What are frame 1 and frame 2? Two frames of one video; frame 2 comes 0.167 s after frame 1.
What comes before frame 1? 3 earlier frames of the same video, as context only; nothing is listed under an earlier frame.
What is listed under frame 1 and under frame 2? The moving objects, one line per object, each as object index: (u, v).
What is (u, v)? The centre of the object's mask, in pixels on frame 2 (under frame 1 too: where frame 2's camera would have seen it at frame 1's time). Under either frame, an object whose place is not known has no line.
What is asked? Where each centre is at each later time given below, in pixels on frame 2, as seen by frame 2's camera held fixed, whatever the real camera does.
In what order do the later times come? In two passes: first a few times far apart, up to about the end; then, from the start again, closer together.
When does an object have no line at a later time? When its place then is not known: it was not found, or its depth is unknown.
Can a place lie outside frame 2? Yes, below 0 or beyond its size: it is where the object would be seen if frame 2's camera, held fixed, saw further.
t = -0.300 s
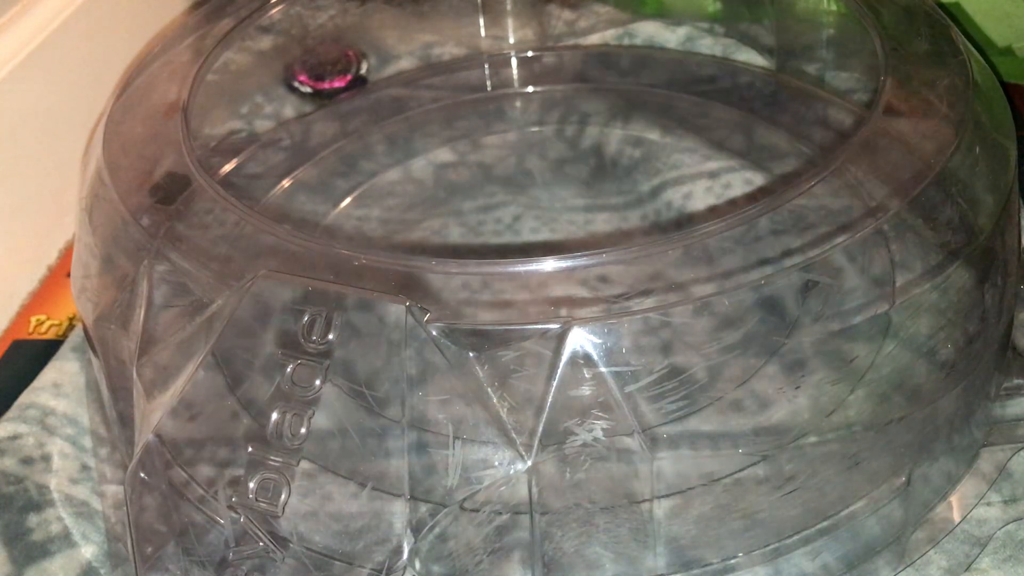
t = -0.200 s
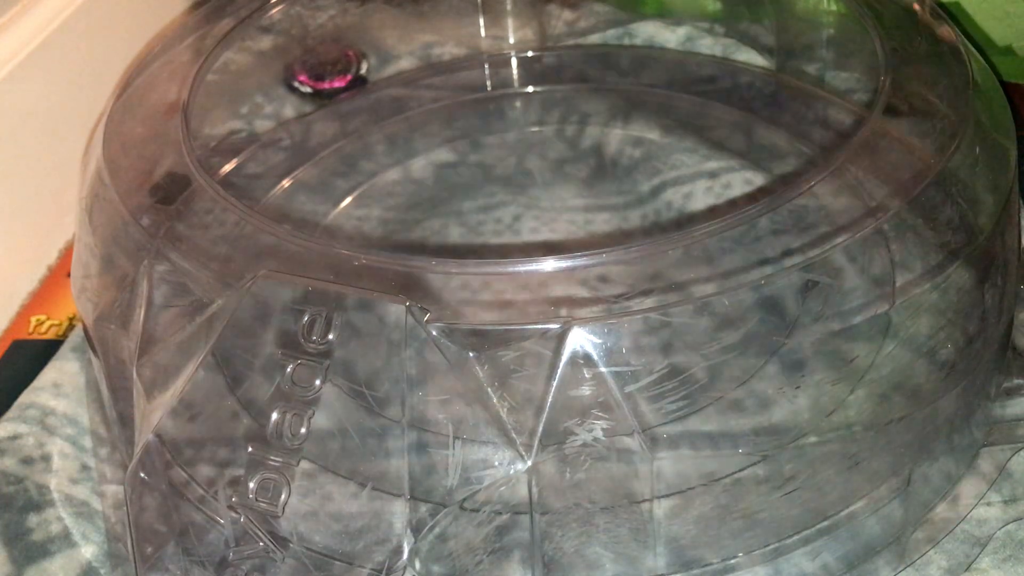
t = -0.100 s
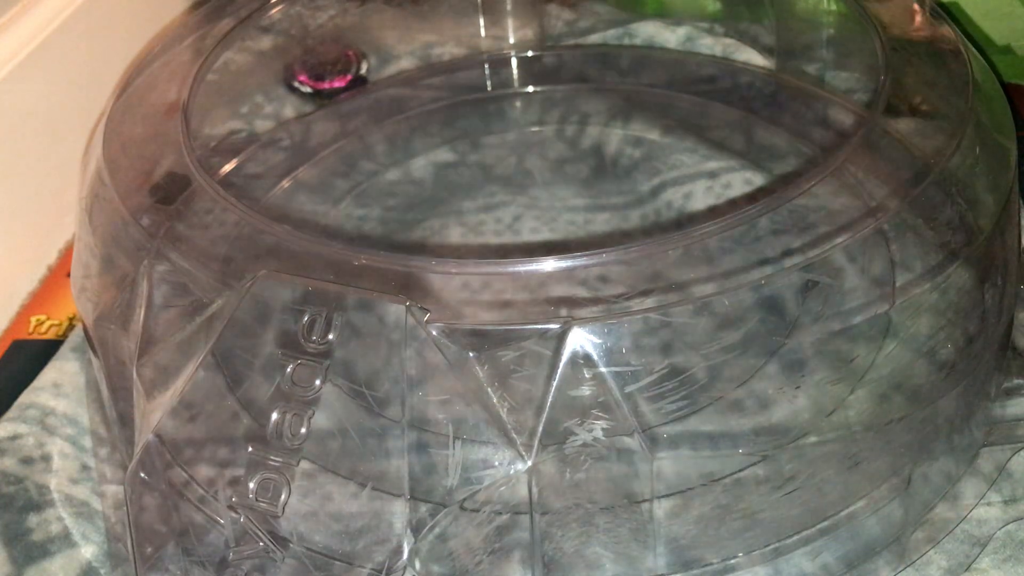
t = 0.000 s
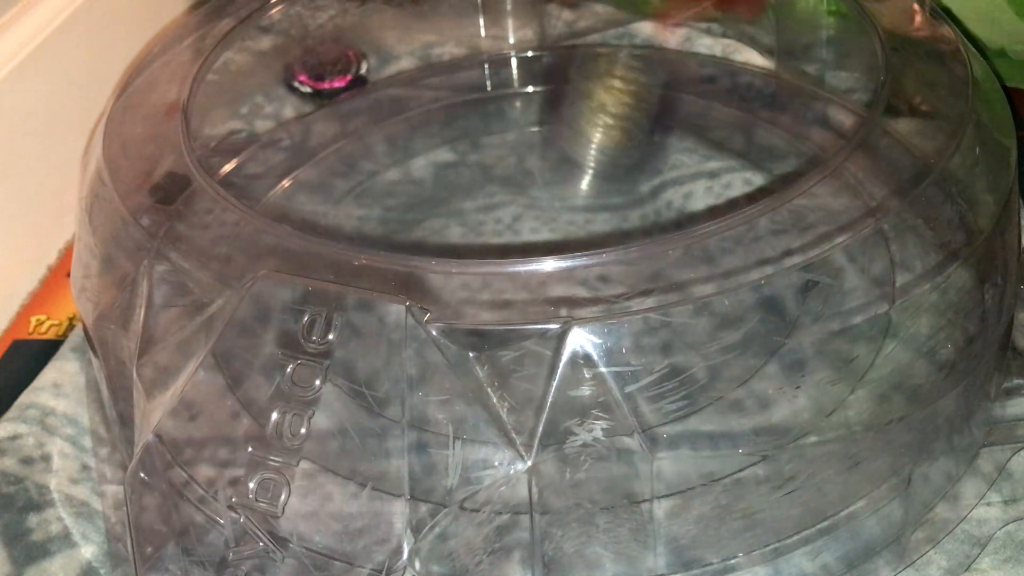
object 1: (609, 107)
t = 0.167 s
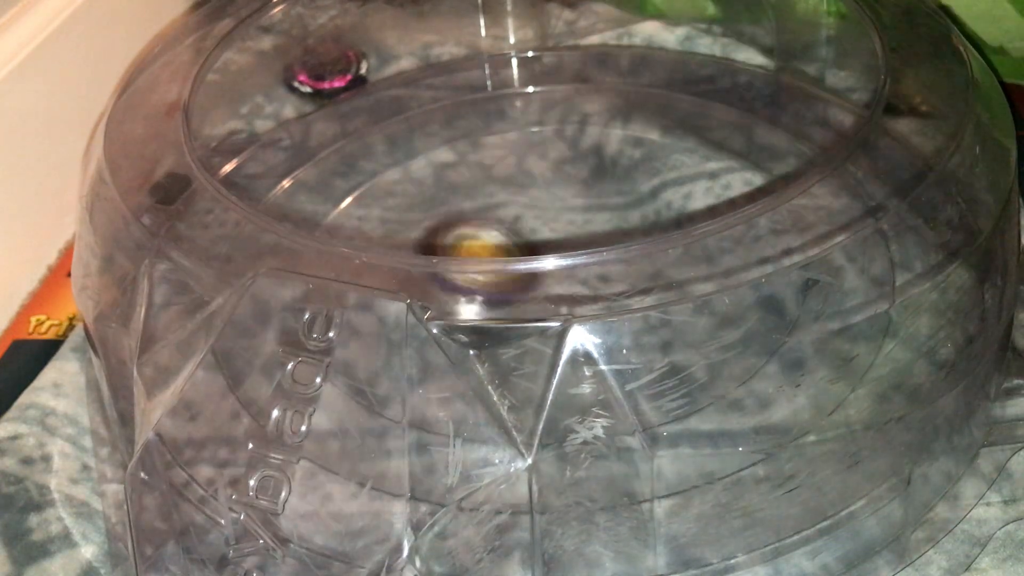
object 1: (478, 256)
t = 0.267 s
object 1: (434, 259)
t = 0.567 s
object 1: (517, 237)
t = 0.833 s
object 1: (649, 252)
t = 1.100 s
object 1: (512, 314)
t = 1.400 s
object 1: (471, 214)
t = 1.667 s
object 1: (689, 203)
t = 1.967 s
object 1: (683, 404)
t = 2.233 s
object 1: (481, 398)
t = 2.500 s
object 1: (464, 239)
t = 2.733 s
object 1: (627, 133)
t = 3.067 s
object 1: (825, 271)
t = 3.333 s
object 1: (762, 366)
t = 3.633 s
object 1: (561, 319)
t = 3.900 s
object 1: (488, 168)
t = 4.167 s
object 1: (633, 155)
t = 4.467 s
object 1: (592, 297)
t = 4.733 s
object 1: (423, 218)
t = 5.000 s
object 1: (538, 150)
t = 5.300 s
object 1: (611, 264)
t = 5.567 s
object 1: (456, 262)
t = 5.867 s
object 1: (272, 110)
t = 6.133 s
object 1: (606, 197)
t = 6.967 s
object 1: (423, 193)
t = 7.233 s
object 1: (581, 182)
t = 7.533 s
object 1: (579, 224)
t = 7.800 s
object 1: (548, 241)
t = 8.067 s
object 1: (532, 238)
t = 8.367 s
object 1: (290, 218)
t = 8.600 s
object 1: (250, 208)
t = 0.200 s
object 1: (460, 246)
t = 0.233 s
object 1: (444, 253)
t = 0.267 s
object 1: (434, 259)
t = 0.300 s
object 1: (428, 262)
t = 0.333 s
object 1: (429, 260)
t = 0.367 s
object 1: (433, 260)
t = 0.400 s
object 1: (440, 262)
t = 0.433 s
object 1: (449, 261)
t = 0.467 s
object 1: (465, 256)
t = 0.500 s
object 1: (482, 255)
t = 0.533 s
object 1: (502, 249)
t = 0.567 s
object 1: (517, 237)
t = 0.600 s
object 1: (538, 236)
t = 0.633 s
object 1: (561, 233)
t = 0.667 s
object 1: (587, 237)
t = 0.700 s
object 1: (606, 236)
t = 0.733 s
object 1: (622, 235)
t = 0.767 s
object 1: (637, 239)
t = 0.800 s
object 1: (646, 242)
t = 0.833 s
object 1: (649, 252)
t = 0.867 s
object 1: (650, 262)
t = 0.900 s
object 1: (647, 269)
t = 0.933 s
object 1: (640, 285)
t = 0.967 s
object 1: (623, 297)
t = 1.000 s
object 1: (603, 301)
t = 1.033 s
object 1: (578, 303)
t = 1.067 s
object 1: (541, 308)
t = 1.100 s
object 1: (512, 314)
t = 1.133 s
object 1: (492, 306)
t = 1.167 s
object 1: (477, 309)
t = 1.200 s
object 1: (459, 295)
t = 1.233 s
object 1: (442, 278)
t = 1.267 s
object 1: (434, 262)
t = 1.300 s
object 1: (436, 238)
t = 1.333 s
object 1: (442, 231)
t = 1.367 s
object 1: (454, 224)
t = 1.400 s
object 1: (471, 214)
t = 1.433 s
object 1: (491, 204)
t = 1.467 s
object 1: (515, 198)
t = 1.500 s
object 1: (544, 193)
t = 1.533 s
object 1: (577, 190)
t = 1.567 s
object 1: (607, 190)
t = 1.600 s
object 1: (639, 194)
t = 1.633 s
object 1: (666, 200)
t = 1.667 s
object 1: (689, 203)
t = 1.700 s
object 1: (726, 225)
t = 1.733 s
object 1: (752, 248)
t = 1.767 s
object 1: (760, 263)
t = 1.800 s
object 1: (764, 284)
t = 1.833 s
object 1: (769, 315)
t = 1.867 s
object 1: (750, 334)
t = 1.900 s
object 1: (729, 357)
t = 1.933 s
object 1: (701, 383)
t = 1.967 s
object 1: (683, 404)
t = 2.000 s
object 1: (657, 425)
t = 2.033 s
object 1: (630, 432)
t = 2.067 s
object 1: (606, 431)
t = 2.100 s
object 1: (570, 430)
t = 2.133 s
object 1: (546, 421)
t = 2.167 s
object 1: (526, 412)
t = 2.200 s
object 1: (506, 404)
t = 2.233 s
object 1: (481, 398)
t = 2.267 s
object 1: (471, 387)
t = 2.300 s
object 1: (458, 374)
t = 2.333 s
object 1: (441, 362)
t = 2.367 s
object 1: (439, 338)
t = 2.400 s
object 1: (441, 318)
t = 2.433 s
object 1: (453, 297)
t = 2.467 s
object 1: (450, 276)
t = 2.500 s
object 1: (464, 239)
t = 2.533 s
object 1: (477, 228)
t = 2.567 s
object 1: (498, 205)
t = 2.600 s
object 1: (519, 185)
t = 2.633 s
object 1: (547, 164)
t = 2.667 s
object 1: (572, 150)
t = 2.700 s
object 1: (599, 141)
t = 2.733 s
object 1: (627, 133)
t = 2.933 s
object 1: (769, 170)
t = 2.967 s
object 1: (808, 202)
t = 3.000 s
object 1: (814, 224)
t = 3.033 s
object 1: (820, 250)
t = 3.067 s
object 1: (825, 271)
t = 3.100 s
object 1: (827, 293)
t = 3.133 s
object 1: (827, 316)
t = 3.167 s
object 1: (825, 333)
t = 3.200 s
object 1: (826, 345)
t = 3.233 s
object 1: (816, 359)
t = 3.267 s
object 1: (793, 365)
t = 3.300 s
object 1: (777, 365)
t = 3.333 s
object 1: (762, 366)
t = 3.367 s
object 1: (742, 366)
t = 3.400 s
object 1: (725, 366)
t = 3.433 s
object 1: (706, 368)
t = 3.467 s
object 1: (687, 366)
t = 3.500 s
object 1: (674, 360)
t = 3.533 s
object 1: (645, 357)
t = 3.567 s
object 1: (619, 348)
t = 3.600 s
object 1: (586, 330)
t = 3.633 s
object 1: (561, 319)
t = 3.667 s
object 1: (532, 302)
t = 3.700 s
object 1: (514, 296)
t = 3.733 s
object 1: (496, 272)
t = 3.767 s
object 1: (486, 235)
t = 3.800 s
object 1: (478, 222)
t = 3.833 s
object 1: (475, 202)
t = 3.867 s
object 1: (480, 183)
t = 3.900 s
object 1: (488, 168)
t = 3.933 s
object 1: (500, 156)
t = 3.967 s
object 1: (516, 146)
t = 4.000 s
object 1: (534, 140)
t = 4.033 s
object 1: (556, 137)
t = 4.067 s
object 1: (575, 137)
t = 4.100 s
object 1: (595, 141)
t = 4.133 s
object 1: (616, 146)
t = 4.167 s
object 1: (633, 155)
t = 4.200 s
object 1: (647, 168)
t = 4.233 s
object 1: (659, 182)
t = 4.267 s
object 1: (664, 196)
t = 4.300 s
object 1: (663, 207)
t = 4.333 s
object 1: (655, 217)
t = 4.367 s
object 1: (655, 252)
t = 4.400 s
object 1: (641, 267)
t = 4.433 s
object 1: (615, 283)
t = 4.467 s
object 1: (592, 297)
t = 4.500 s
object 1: (558, 306)
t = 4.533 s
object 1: (524, 306)
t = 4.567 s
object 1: (495, 309)
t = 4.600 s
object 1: (469, 289)
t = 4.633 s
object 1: (449, 273)
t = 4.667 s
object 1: (433, 254)
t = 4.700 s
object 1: (428, 228)
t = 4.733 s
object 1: (423, 218)
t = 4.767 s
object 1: (425, 203)
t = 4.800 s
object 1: (433, 189)
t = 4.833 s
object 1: (445, 177)
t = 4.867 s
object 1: (458, 167)
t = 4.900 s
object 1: (476, 159)
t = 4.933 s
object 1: (496, 153)
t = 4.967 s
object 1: (517, 150)
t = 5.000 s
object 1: (538, 150)
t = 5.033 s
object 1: (559, 154)
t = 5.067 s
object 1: (576, 160)
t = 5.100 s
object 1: (595, 169)
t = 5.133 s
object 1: (610, 180)
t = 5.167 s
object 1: (619, 195)
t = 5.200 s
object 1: (624, 206)
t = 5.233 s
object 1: (623, 218)
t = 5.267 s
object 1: (620, 246)
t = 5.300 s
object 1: (611, 264)
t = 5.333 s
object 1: (596, 275)
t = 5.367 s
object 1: (579, 294)
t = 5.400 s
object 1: (552, 297)
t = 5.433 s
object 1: (530, 299)
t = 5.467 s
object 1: (510, 299)
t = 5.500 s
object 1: (489, 287)
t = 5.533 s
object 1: (473, 280)
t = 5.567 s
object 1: (456, 262)
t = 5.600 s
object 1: (452, 254)
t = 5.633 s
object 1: (453, 231)
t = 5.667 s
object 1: (456, 224)
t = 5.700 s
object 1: (463, 219)
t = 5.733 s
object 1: (474, 211)
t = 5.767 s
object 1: (426, 187)
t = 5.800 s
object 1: (364, 153)
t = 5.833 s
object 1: (310, 125)
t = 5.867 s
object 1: (272, 110)
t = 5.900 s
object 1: (302, 110)
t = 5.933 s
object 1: (348, 126)
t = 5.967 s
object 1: (389, 126)
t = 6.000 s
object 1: (430, 145)
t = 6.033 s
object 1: (480, 160)
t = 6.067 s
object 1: (523, 171)
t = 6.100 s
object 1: (569, 188)
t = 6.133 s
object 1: (606, 197)
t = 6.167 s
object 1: (635, 202)
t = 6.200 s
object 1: (677, 226)
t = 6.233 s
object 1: (697, 245)
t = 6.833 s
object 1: (353, 241)
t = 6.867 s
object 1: (371, 217)
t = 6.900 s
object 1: (384, 212)
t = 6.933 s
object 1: (401, 203)
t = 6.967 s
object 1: (423, 193)
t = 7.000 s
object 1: (446, 184)
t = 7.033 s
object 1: (470, 177)
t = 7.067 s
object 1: (495, 172)
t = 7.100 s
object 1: (518, 170)
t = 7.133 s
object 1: (539, 170)
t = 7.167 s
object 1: (556, 173)
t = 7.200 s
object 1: (570, 177)
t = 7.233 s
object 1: (581, 182)
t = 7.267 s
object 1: (589, 188)
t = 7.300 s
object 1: (594, 194)
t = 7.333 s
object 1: (596, 200)
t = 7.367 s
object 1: (596, 207)
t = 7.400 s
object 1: (594, 211)
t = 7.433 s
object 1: (591, 215)
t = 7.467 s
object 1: (587, 219)
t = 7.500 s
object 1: (583, 221)
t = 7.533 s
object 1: (579, 224)
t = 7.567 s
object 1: (576, 234)
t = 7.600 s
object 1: (572, 238)
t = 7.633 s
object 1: (568, 239)
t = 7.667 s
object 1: (564, 241)
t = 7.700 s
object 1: (559, 240)
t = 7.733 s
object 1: (556, 241)
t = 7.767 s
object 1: (552, 242)
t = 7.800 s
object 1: (548, 241)
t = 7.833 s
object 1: (546, 241)
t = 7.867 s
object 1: (543, 241)
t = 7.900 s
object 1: (540, 239)
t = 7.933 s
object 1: (538, 240)
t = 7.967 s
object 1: (536, 239)
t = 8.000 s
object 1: (535, 239)
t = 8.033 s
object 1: (533, 238)
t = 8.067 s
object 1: (532, 238)
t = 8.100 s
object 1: (531, 237)
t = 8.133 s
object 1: (530, 237)
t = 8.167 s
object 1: (502, 232)
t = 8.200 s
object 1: (448, 230)
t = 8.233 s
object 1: (399, 223)
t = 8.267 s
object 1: (369, 221)
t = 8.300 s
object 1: (330, 228)
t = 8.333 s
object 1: (307, 225)
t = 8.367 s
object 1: (290, 218)
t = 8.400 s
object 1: (279, 216)
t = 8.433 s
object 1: (265, 213)
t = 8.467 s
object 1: (252, 212)
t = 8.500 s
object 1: (243, 213)
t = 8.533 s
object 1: (235, 212)
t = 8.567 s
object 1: (241, 210)
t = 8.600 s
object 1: (250, 208)
